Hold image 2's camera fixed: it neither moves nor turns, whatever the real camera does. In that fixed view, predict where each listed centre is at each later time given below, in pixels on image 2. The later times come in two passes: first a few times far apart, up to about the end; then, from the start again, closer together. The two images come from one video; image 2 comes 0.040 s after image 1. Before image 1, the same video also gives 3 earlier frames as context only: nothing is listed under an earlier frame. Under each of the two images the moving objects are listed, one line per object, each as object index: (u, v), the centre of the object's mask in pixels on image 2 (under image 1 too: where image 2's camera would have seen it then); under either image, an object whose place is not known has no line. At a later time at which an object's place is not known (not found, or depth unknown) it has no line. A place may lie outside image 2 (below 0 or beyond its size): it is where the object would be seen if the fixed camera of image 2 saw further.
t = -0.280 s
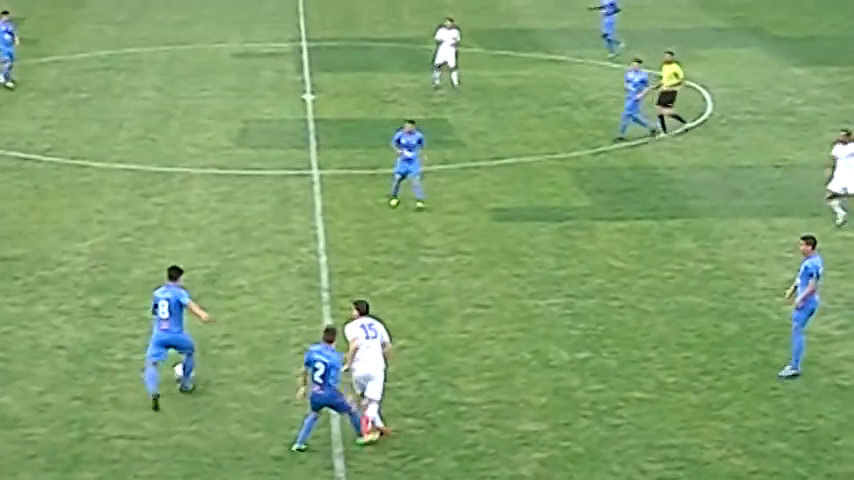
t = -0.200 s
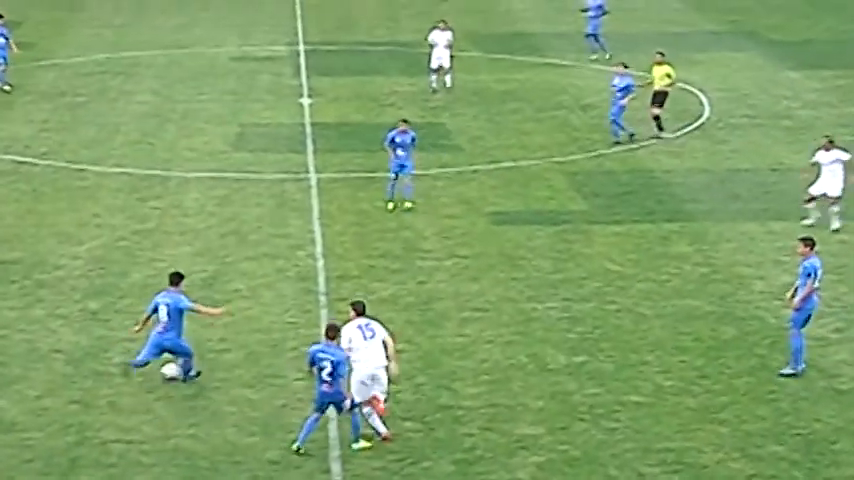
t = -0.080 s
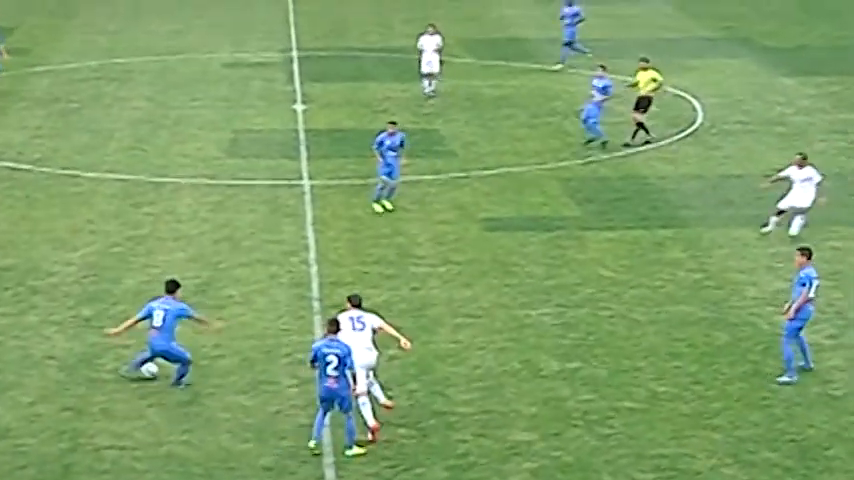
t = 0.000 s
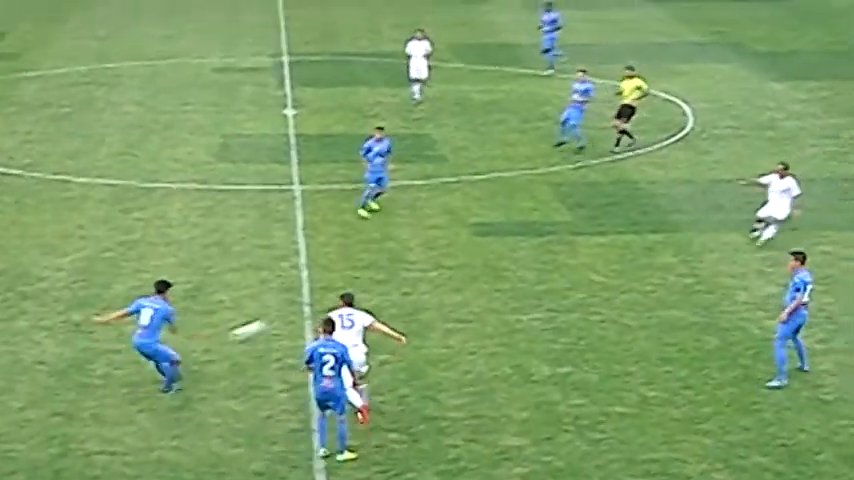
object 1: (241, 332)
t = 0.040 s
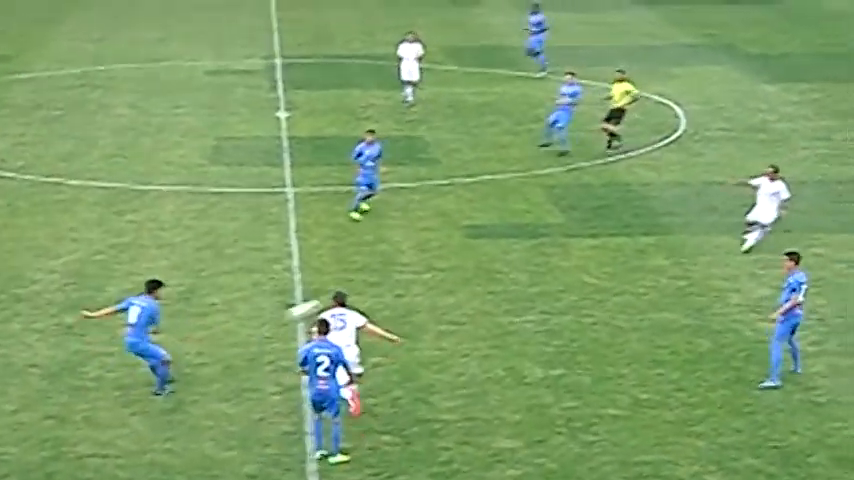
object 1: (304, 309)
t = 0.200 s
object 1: (535, 228)
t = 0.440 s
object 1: (850, 137)
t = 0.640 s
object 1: (1095, 87)
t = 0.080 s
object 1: (363, 287)
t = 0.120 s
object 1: (422, 266)
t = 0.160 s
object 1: (480, 246)
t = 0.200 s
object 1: (535, 228)
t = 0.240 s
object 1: (590, 209)
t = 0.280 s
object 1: (643, 193)
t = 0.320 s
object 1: (697, 178)
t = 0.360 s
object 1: (747, 163)
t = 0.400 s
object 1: (798, 150)
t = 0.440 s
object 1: (850, 137)
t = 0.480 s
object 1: (899, 124)
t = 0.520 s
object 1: (949, 114)
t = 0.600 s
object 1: (1046, 95)
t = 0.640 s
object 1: (1095, 87)
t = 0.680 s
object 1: (1143, 79)
